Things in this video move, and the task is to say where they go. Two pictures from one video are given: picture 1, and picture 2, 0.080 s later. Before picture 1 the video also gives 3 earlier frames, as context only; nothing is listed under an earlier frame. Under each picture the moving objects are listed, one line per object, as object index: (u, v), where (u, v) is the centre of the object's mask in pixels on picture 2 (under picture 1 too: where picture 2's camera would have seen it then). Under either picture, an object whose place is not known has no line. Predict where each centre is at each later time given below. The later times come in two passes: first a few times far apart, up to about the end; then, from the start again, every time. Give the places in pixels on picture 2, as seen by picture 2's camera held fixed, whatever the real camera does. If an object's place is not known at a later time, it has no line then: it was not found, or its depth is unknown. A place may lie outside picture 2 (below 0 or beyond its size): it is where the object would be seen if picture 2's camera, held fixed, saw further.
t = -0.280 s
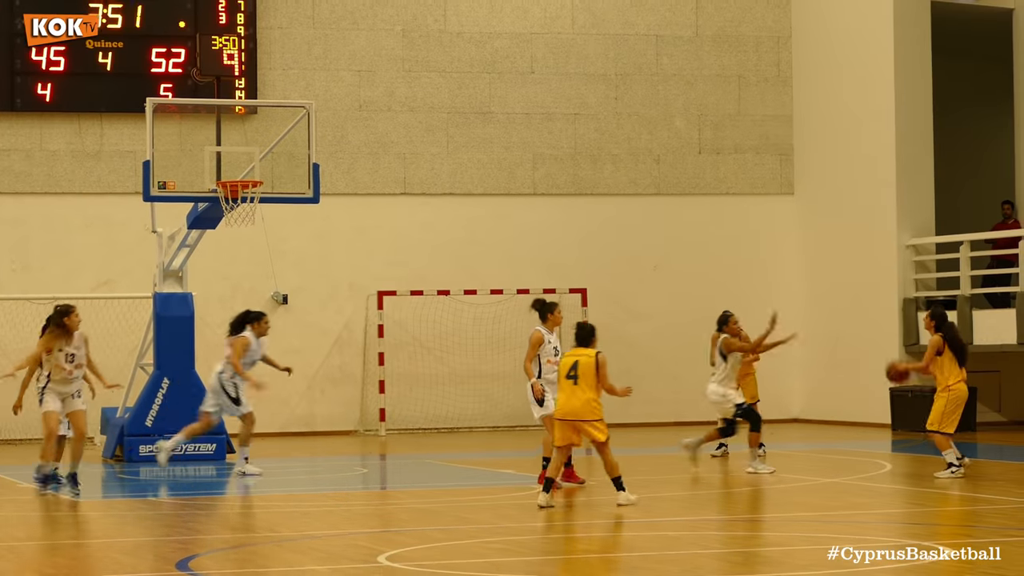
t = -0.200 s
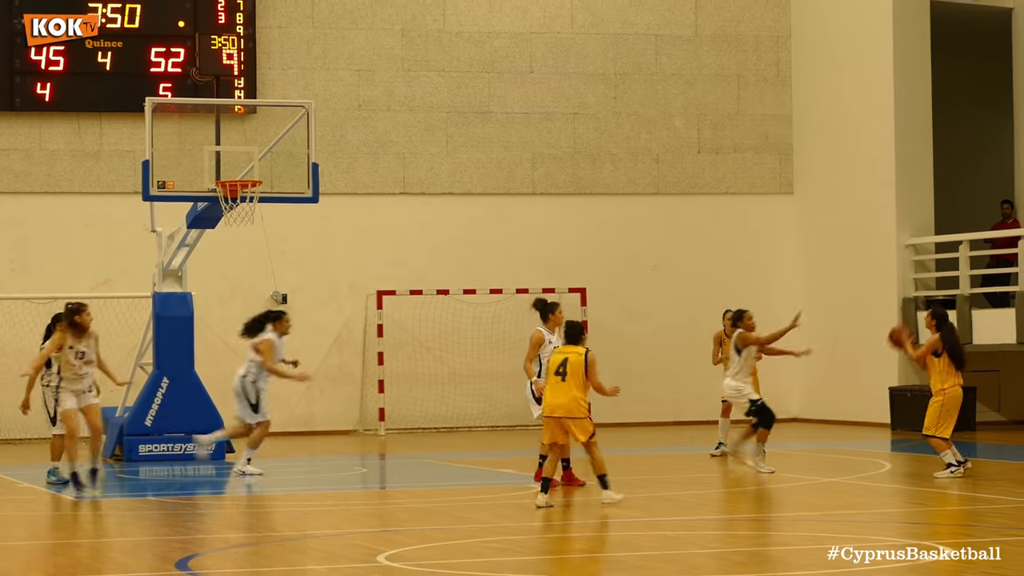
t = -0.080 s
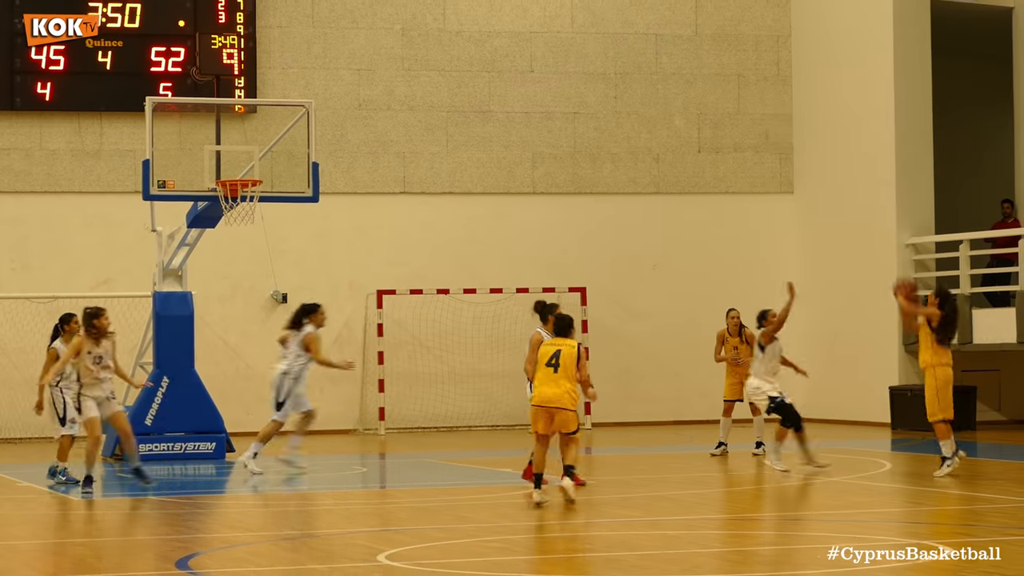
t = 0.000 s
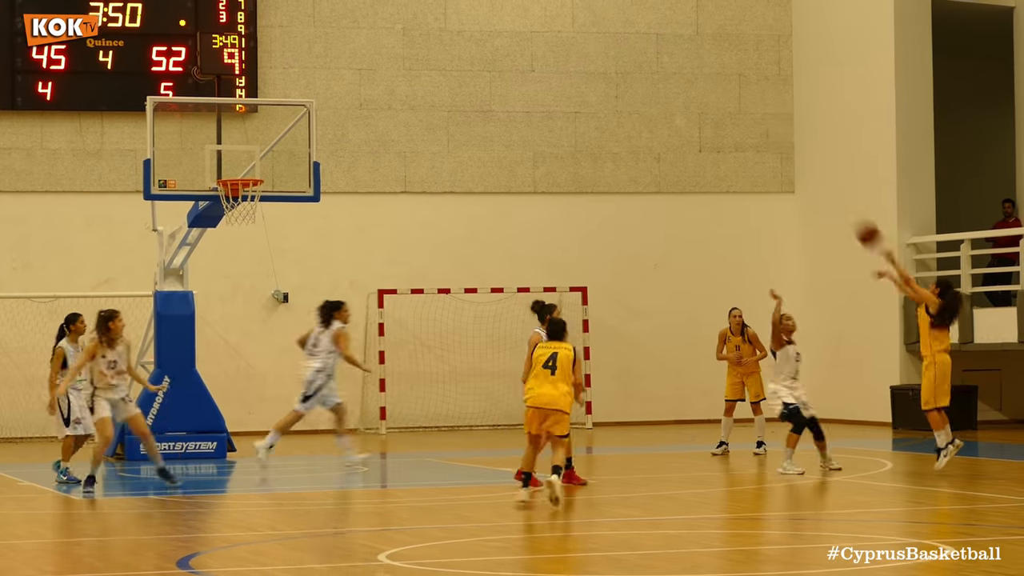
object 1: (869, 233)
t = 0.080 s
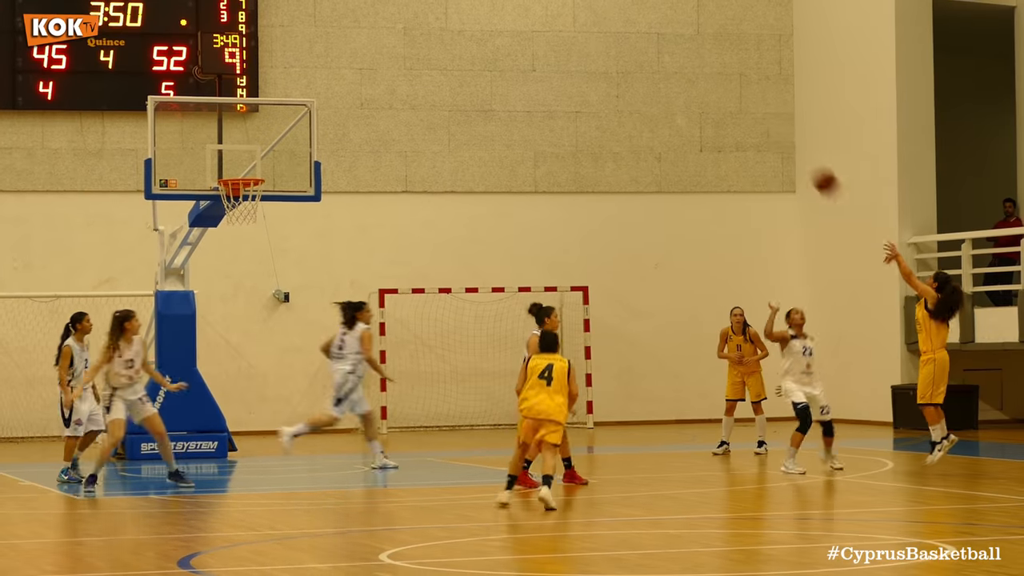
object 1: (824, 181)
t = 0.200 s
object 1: (761, 116)
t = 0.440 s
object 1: (638, 30)
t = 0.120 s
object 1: (803, 158)
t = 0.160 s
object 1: (782, 136)
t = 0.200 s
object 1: (761, 116)
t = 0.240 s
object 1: (739, 98)
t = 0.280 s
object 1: (719, 81)
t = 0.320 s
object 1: (699, 66)
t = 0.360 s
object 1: (678, 52)
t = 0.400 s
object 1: (658, 41)
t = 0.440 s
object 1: (638, 30)
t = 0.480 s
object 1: (619, 22)
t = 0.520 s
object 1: (600, 15)
